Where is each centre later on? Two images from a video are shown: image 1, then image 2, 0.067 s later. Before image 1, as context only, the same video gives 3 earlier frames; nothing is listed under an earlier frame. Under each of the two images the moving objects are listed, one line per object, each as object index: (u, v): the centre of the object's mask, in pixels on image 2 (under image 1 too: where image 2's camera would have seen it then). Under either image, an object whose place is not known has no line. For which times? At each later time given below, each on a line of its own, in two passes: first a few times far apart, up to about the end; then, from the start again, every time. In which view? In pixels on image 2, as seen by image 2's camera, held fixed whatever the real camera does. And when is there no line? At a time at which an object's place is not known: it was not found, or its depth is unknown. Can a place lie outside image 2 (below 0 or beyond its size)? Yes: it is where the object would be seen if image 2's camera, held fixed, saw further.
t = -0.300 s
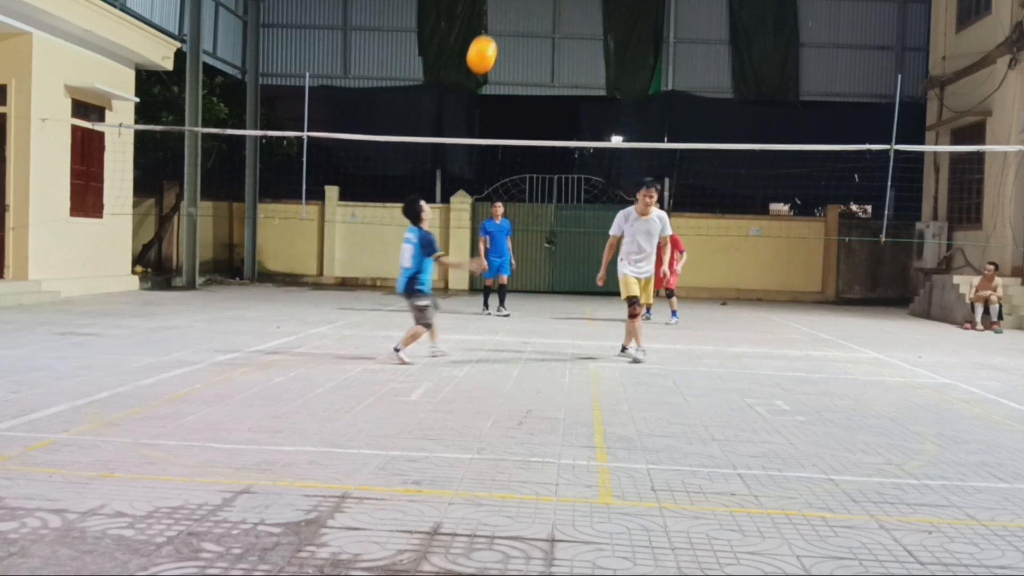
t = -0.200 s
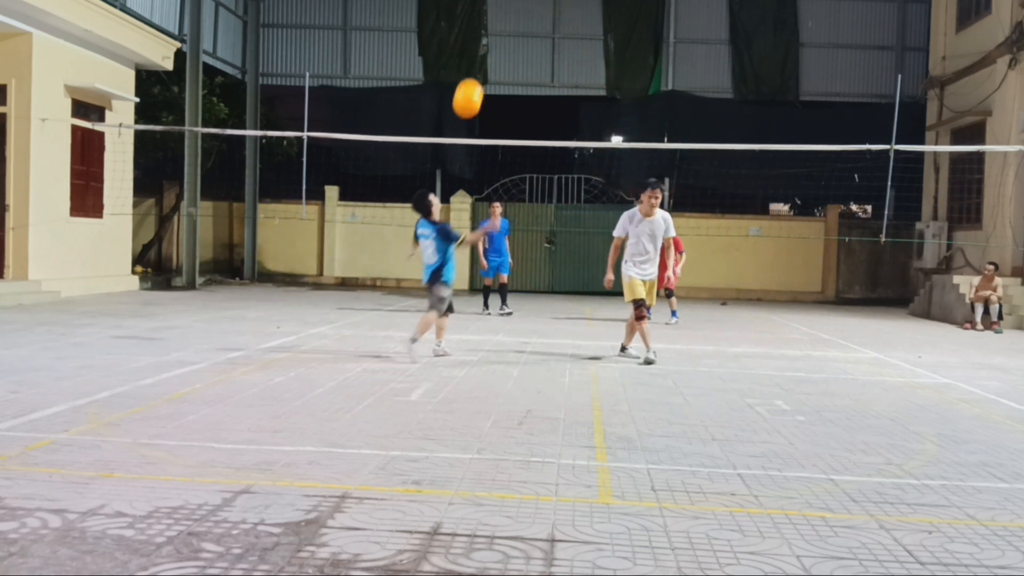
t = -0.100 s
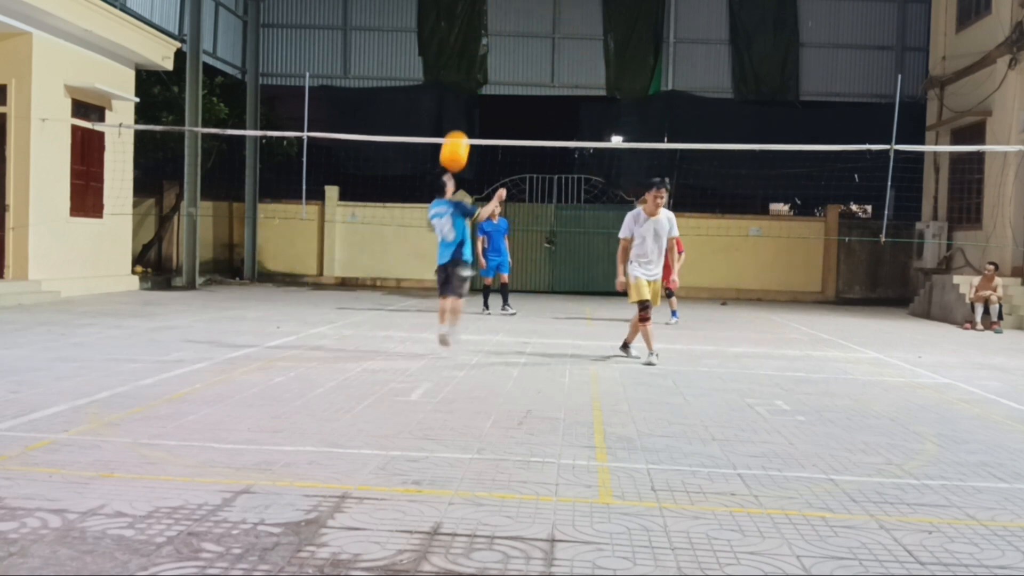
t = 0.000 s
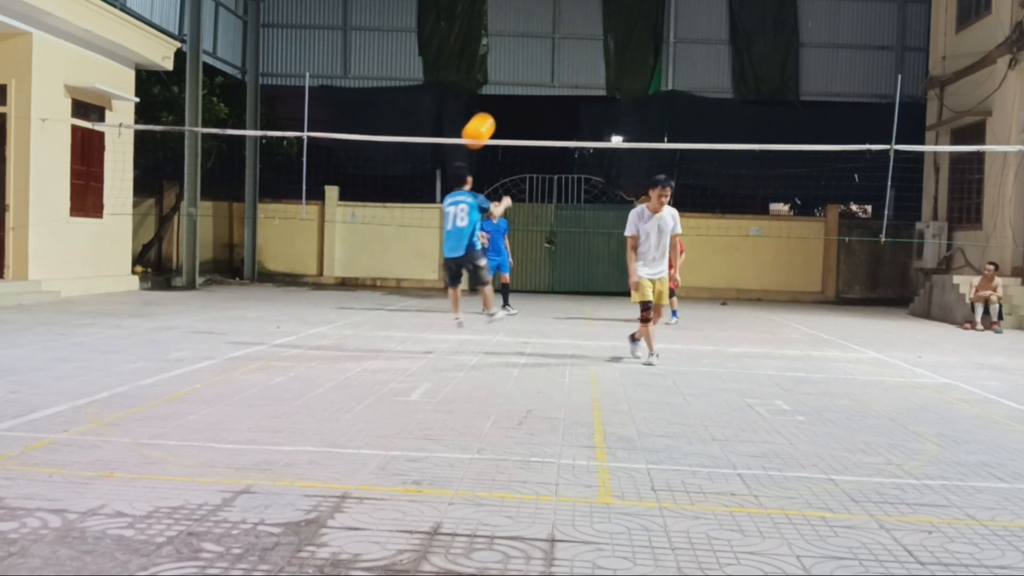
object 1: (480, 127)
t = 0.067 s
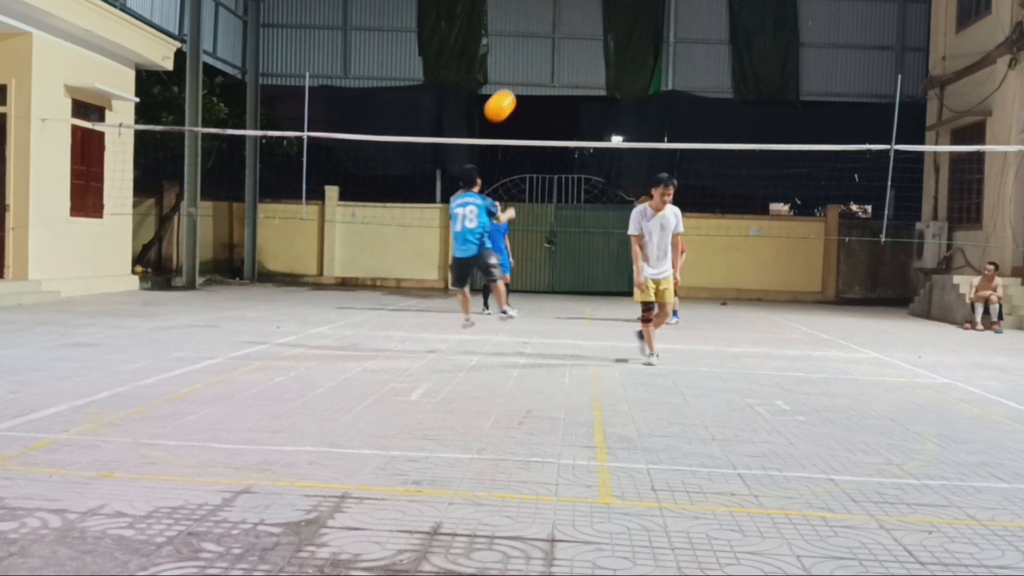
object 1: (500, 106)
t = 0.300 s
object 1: (558, 62)
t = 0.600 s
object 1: (607, 80)
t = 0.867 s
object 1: (636, 144)
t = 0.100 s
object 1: (510, 96)
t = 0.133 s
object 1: (519, 88)
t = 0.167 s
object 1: (528, 80)
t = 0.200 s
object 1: (537, 74)
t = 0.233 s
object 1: (544, 69)
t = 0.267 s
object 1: (551, 65)
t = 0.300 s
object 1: (558, 62)
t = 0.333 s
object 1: (565, 60)
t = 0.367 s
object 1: (571, 60)
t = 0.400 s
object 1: (577, 60)
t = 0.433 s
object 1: (582, 61)
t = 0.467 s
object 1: (588, 63)
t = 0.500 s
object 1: (593, 66)
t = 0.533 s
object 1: (598, 70)
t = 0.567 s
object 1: (602, 75)
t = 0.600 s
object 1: (607, 80)
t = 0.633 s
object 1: (611, 86)
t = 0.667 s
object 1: (615, 93)
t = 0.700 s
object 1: (619, 100)
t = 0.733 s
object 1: (622, 108)
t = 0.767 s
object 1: (626, 116)
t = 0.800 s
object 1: (630, 125)
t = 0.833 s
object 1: (633, 133)
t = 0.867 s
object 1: (636, 144)
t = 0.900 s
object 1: (639, 157)
